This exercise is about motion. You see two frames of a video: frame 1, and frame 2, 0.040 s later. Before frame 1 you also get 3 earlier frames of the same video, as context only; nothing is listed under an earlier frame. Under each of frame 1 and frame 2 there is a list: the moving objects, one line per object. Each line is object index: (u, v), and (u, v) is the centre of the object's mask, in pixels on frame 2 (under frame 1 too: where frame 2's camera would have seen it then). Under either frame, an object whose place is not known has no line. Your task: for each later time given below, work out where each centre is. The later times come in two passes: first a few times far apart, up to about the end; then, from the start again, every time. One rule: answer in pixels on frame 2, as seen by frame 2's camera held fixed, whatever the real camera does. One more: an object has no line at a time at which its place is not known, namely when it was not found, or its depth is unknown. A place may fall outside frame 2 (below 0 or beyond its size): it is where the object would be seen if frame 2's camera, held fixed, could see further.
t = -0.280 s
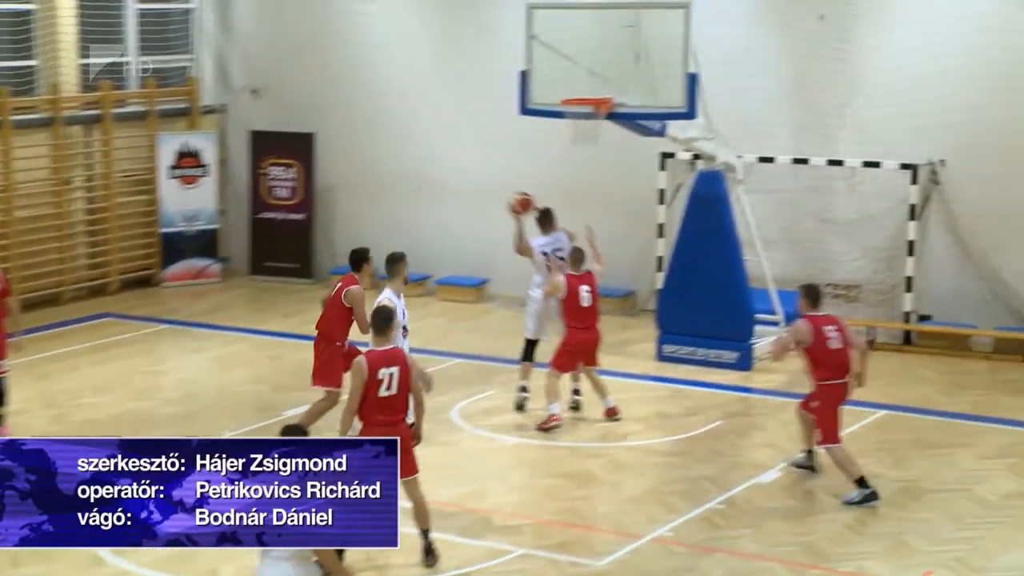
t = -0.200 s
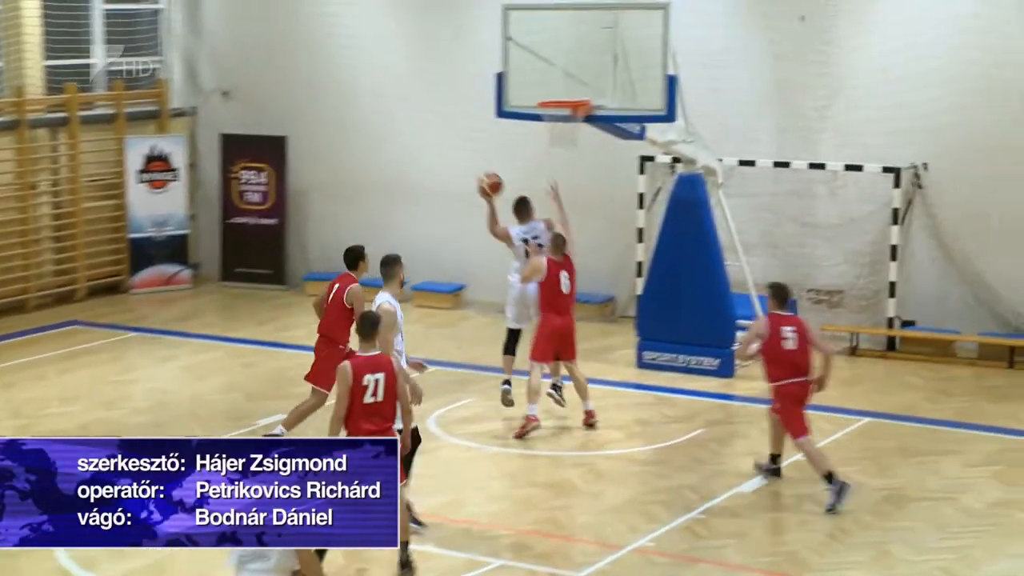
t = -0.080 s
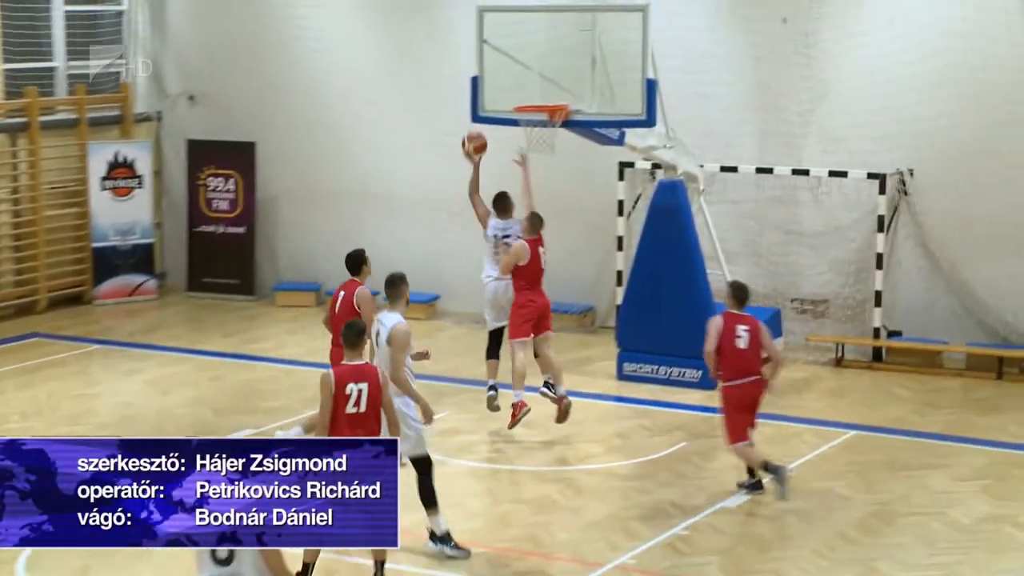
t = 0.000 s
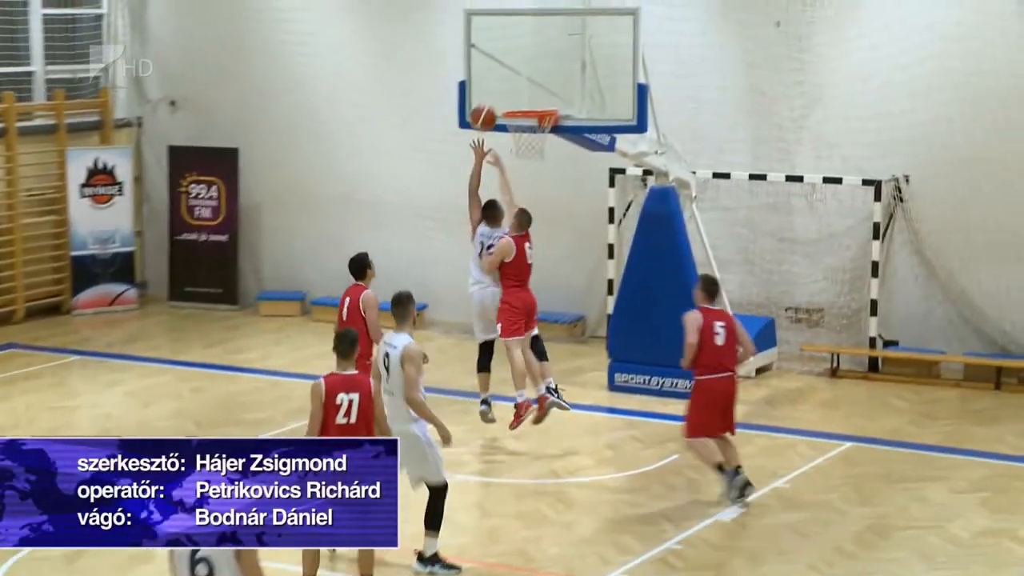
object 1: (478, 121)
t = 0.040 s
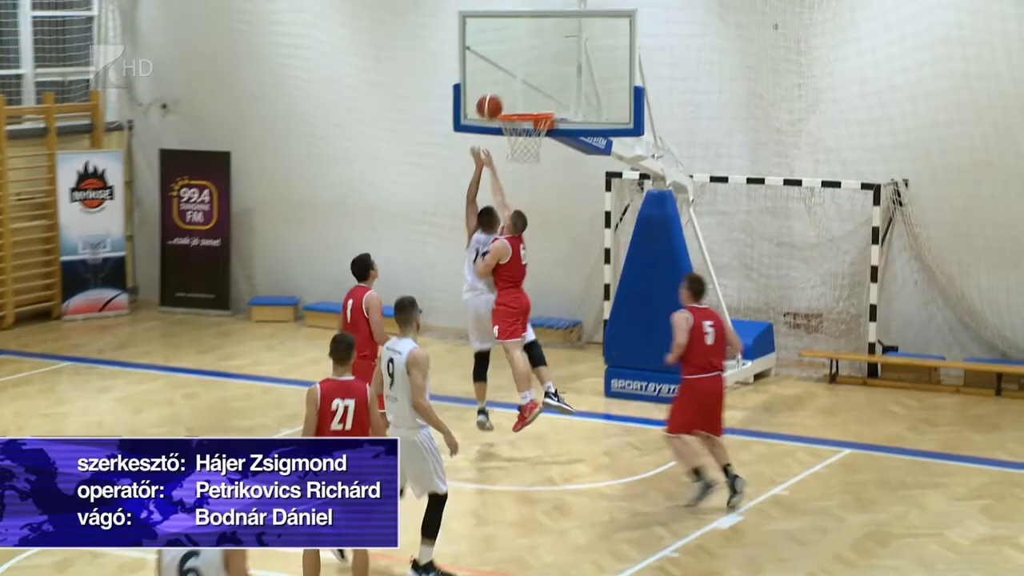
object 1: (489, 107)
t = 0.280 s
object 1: (515, 87)
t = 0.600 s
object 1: (530, 134)
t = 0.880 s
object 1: (525, 173)
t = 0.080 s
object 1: (501, 95)
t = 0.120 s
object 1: (509, 88)
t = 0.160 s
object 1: (510, 85)
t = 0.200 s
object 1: (512, 84)
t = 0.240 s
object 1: (513, 85)
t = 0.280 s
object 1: (515, 87)
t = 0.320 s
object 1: (516, 92)
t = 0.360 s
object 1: (518, 98)
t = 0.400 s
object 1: (520, 106)
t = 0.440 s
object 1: (522, 112)
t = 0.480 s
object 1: (525, 115)
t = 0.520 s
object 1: (528, 123)
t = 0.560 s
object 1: (529, 131)
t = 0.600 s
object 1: (530, 134)
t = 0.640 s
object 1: (529, 140)
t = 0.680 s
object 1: (531, 142)
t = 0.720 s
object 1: (530, 145)
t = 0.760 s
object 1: (530, 151)
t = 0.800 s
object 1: (527, 155)
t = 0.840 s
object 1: (527, 164)
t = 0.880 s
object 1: (525, 173)
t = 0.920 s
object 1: (523, 183)
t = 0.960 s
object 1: (522, 195)
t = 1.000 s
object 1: (521, 209)
